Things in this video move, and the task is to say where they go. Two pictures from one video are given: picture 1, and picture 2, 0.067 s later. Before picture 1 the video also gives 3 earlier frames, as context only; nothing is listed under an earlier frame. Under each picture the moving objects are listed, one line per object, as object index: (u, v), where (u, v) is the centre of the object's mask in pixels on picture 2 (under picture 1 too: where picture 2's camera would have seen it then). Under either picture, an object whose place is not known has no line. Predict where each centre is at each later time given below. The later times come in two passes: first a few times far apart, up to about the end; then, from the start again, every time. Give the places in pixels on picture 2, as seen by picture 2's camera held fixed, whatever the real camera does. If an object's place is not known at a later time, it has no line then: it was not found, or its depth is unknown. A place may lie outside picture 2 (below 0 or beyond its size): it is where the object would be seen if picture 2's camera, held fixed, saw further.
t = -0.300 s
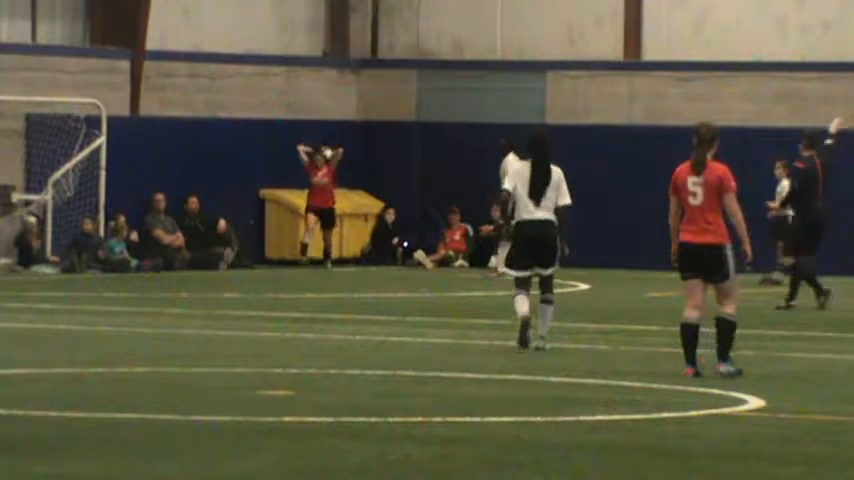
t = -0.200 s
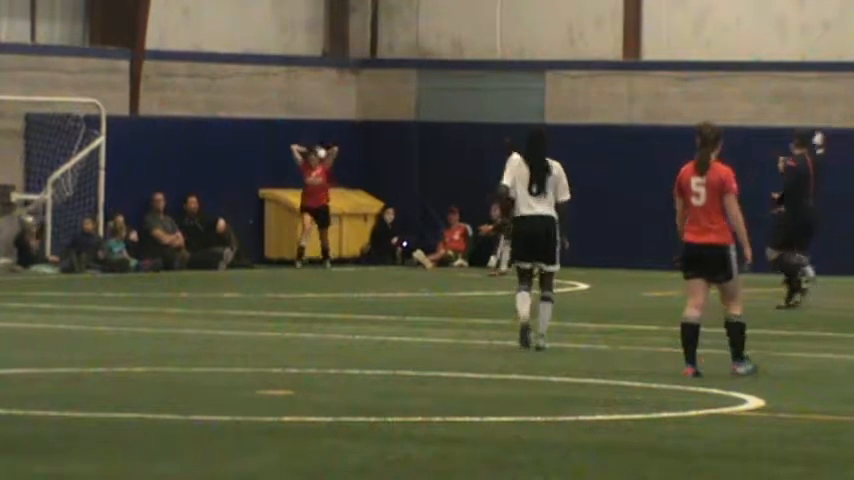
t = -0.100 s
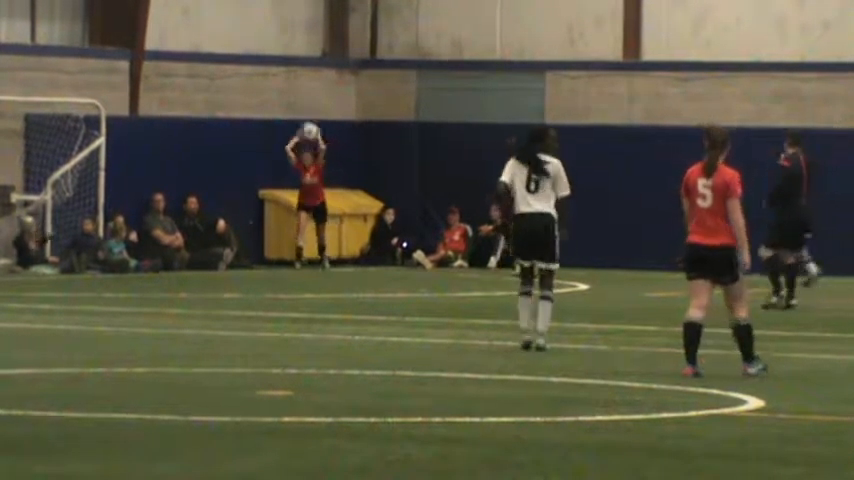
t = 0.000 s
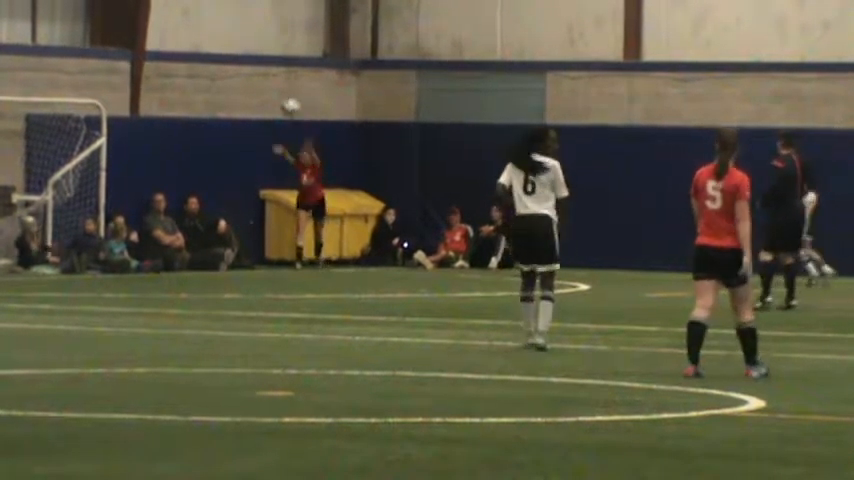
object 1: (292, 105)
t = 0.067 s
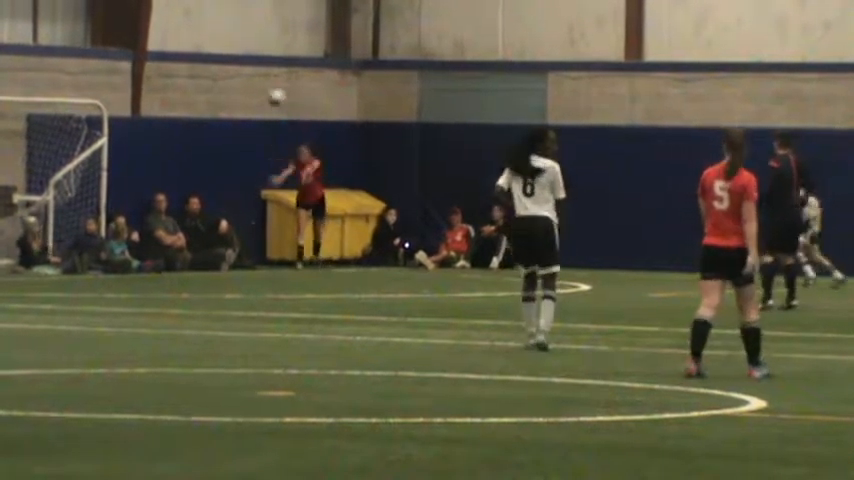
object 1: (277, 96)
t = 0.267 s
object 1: (229, 87)
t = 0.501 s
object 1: (180, 121)
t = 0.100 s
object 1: (268, 91)
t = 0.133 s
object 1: (260, 88)
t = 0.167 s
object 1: (252, 87)
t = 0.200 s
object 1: (245, 86)
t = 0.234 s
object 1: (237, 87)
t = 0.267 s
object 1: (229, 87)
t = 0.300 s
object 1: (221, 89)
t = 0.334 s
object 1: (214, 92)
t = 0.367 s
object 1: (207, 95)
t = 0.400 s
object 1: (200, 99)
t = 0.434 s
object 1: (192, 106)
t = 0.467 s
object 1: (186, 113)
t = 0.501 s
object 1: (180, 121)
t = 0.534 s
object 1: (174, 129)
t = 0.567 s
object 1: (167, 139)
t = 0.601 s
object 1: (159, 150)
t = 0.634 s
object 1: (152, 162)
